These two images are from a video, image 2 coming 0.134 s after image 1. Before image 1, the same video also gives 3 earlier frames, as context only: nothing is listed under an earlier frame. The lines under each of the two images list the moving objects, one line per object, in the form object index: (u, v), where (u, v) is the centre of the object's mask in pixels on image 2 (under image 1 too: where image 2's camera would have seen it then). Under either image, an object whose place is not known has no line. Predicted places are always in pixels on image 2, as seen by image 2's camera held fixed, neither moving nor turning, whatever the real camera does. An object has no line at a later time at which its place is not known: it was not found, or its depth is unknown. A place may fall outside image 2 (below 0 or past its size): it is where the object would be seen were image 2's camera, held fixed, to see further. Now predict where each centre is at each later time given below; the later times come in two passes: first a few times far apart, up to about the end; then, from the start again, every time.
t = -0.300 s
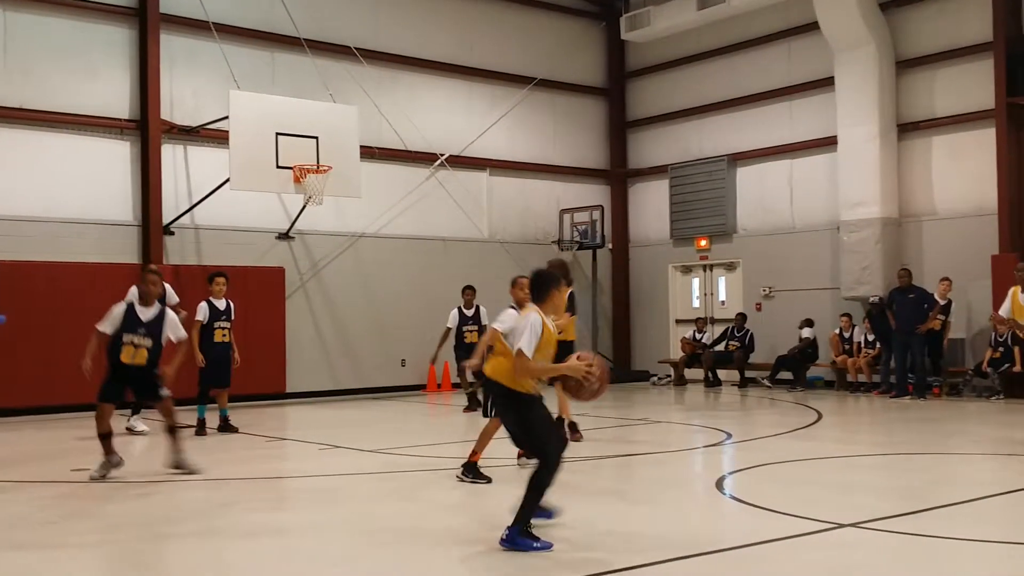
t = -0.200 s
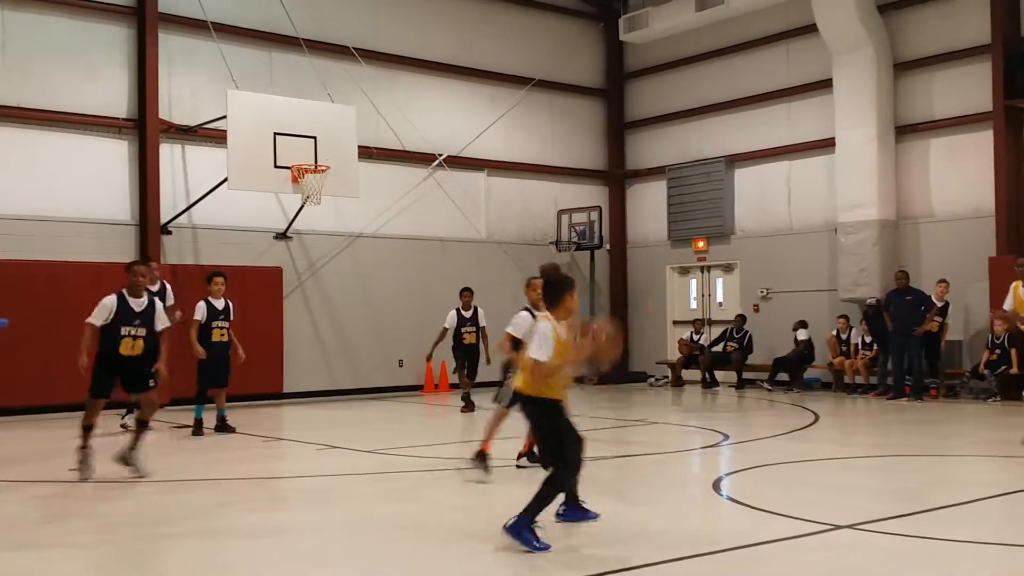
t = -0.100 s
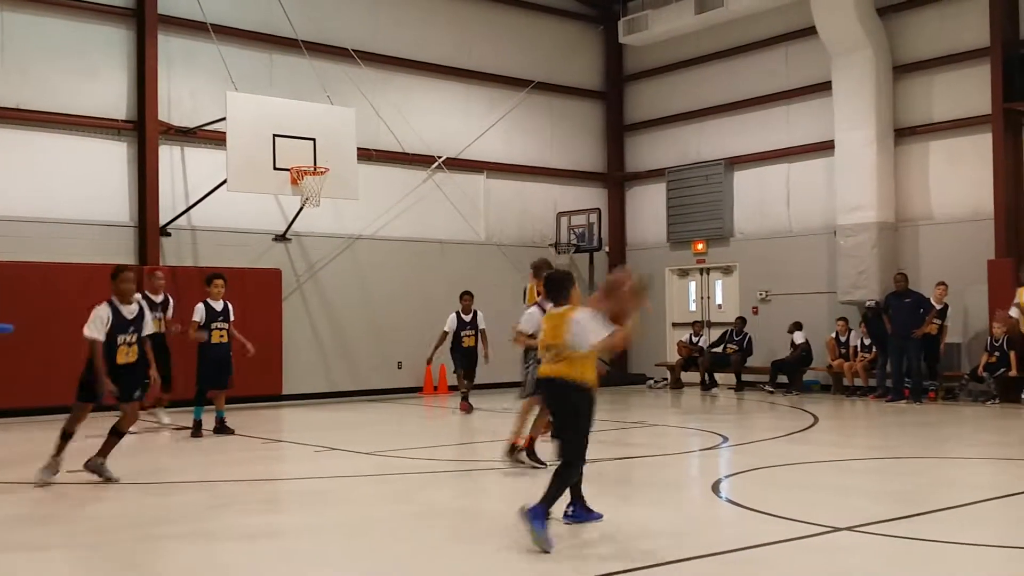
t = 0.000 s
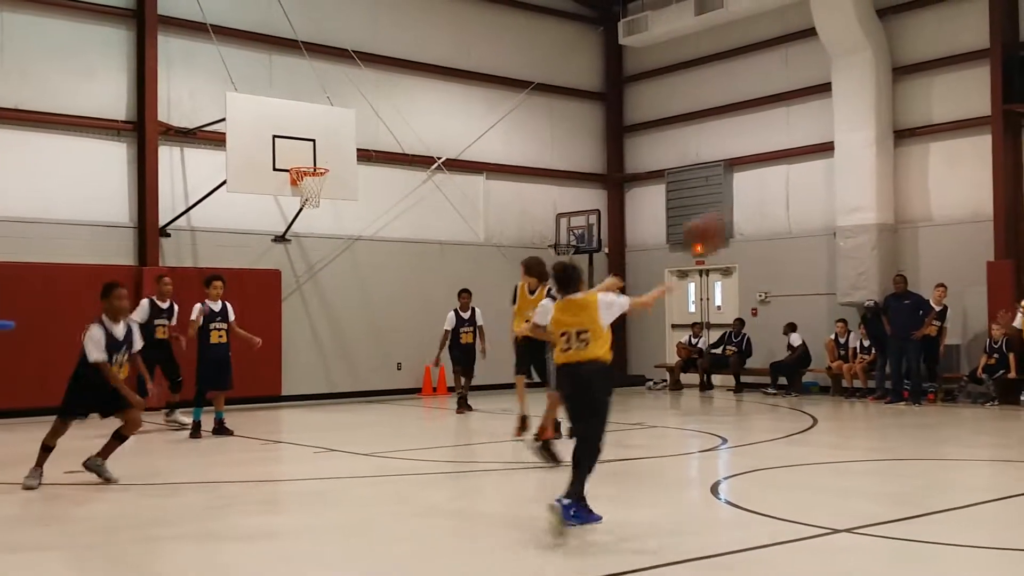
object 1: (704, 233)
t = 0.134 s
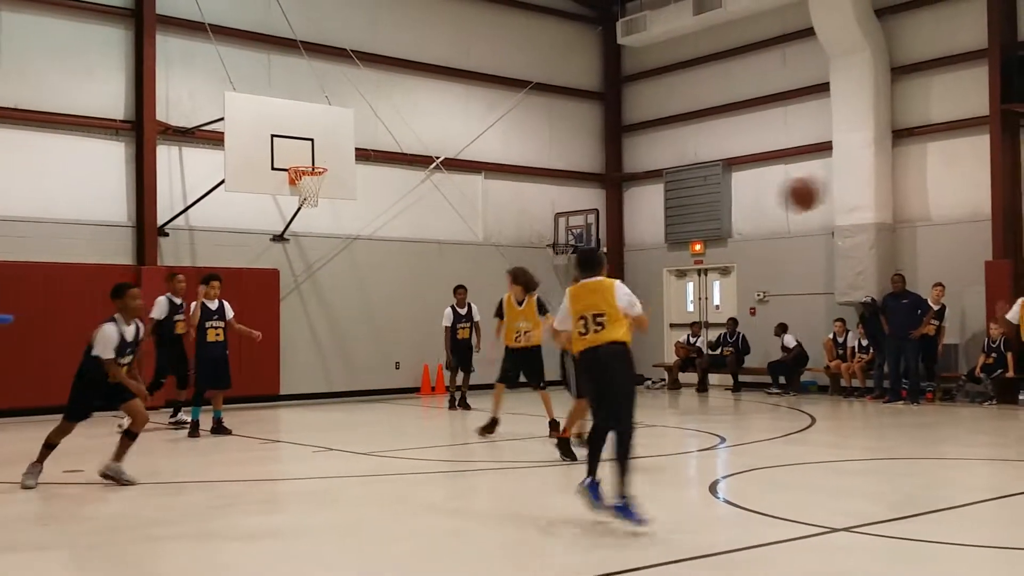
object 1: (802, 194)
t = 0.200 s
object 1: (843, 185)
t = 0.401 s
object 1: (946, 197)
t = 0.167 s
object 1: (824, 188)
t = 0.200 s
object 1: (843, 185)
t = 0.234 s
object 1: (862, 183)
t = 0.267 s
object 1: (882, 184)
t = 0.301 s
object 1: (897, 186)
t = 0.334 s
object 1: (915, 188)
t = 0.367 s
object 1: (931, 192)
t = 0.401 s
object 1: (946, 197)
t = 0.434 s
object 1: (959, 204)
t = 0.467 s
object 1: (973, 211)
